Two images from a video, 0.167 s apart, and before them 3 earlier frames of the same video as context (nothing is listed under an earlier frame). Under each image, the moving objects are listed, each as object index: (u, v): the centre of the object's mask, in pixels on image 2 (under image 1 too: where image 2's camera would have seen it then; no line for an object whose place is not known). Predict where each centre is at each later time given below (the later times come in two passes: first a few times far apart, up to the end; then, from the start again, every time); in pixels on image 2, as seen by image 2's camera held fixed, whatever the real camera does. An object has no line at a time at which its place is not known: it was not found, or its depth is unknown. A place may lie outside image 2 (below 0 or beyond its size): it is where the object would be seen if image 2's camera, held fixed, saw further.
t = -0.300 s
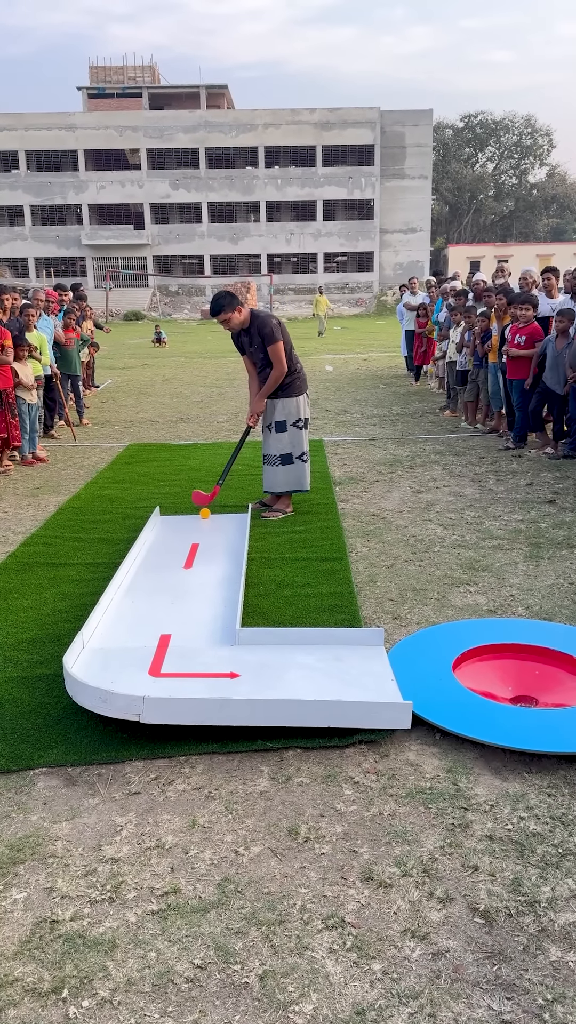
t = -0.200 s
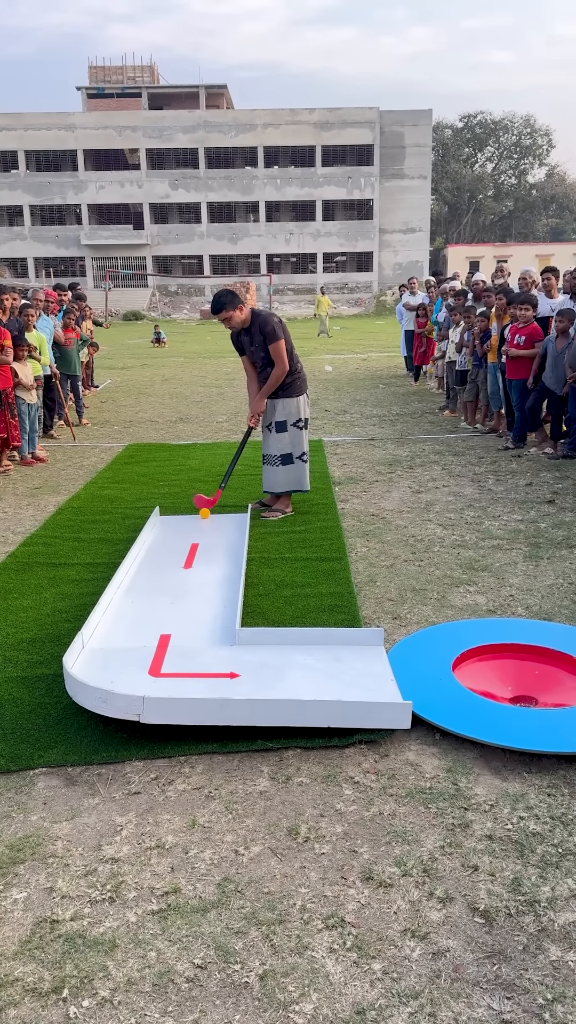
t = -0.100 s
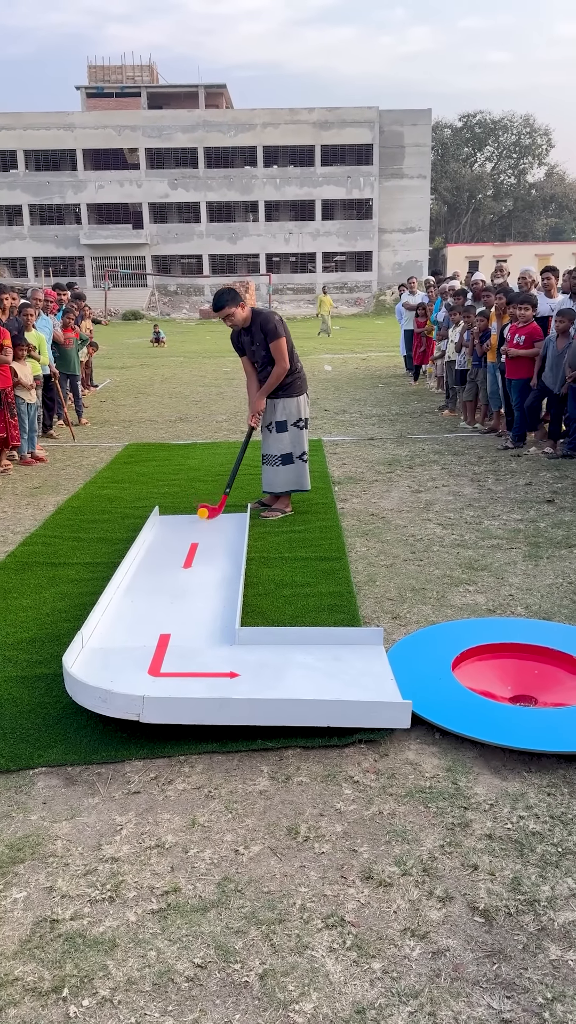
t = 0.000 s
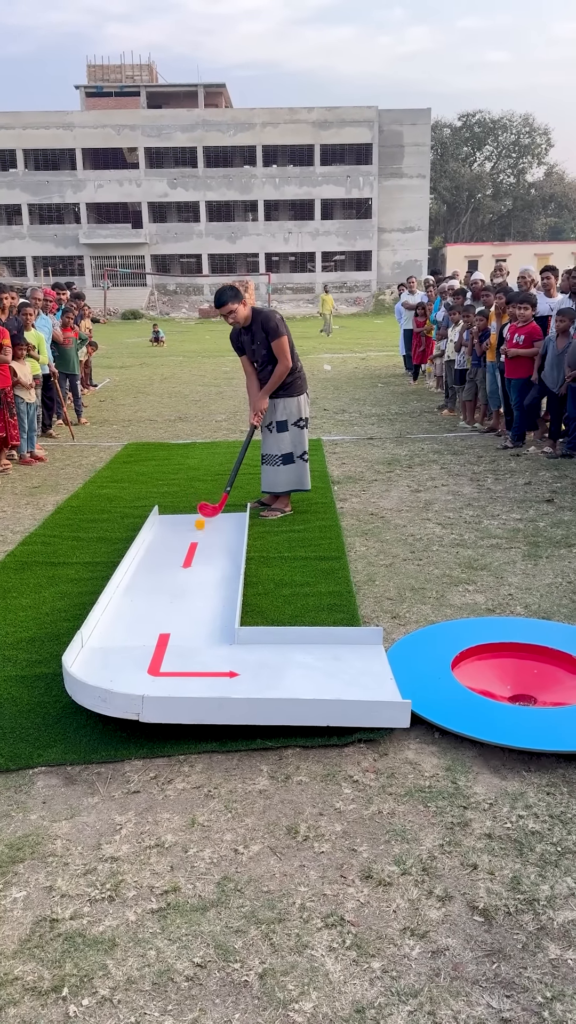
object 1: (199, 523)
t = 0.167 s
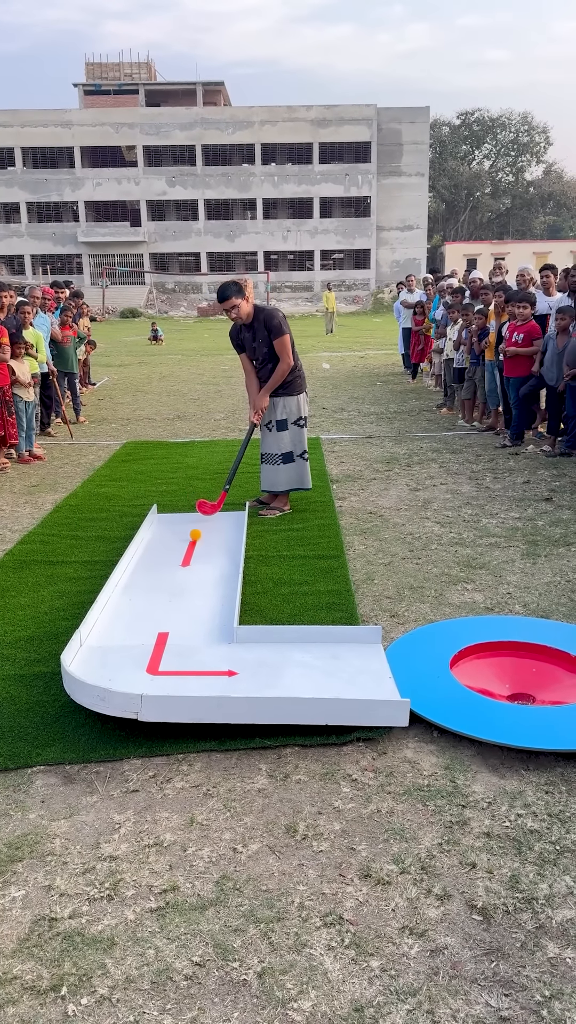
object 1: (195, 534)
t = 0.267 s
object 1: (194, 540)
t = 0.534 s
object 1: (191, 557)
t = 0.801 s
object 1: (191, 576)
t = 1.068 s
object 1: (193, 594)
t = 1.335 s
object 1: (198, 613)
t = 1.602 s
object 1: (204, 633)
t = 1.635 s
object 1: (205, 635)
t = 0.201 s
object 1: (195, 536)
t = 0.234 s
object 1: (194, 538)
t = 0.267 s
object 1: (194, 540)
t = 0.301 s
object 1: (193, 542)
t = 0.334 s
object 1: (193, 544)
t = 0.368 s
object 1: (192, 547)
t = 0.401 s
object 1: (192, 548)
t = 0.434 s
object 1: (192, 551)
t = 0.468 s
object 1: (192, 553)
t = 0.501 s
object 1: (192, 555)
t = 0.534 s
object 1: (191, 557)
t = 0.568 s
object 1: (191, 560)
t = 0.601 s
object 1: (191, 561)
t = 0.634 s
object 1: (191, 564)
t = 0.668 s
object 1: (191, 566)
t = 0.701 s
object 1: (191, 569)
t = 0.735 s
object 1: (191, 571)
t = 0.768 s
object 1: (191, 573)
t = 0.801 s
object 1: (191, 576)
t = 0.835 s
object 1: (191, 578)
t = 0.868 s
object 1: (191, 580)
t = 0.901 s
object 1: (192, 582)
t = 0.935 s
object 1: (192, 585)
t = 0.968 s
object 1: (192, 587)
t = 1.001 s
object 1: (192, 589)
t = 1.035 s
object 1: (193, 592)
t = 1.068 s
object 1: (193, 594)
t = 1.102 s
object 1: (193, 597)
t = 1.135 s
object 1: (194, 599)
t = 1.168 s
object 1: (194, 601)
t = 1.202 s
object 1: (195, 604)
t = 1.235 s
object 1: (196, 606)
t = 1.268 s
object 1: (196, 608)
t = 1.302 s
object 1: (197, 611)
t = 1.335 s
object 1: (198, 613)
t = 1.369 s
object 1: (198, 616)
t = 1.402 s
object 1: (199, 618)
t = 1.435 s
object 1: (200, 620)
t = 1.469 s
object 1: (201, 623)
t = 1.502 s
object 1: (202, 626)
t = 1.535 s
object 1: (202, 628)
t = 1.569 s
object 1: (203, 631)
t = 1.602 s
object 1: (204, 633)
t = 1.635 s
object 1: (205, 635)
